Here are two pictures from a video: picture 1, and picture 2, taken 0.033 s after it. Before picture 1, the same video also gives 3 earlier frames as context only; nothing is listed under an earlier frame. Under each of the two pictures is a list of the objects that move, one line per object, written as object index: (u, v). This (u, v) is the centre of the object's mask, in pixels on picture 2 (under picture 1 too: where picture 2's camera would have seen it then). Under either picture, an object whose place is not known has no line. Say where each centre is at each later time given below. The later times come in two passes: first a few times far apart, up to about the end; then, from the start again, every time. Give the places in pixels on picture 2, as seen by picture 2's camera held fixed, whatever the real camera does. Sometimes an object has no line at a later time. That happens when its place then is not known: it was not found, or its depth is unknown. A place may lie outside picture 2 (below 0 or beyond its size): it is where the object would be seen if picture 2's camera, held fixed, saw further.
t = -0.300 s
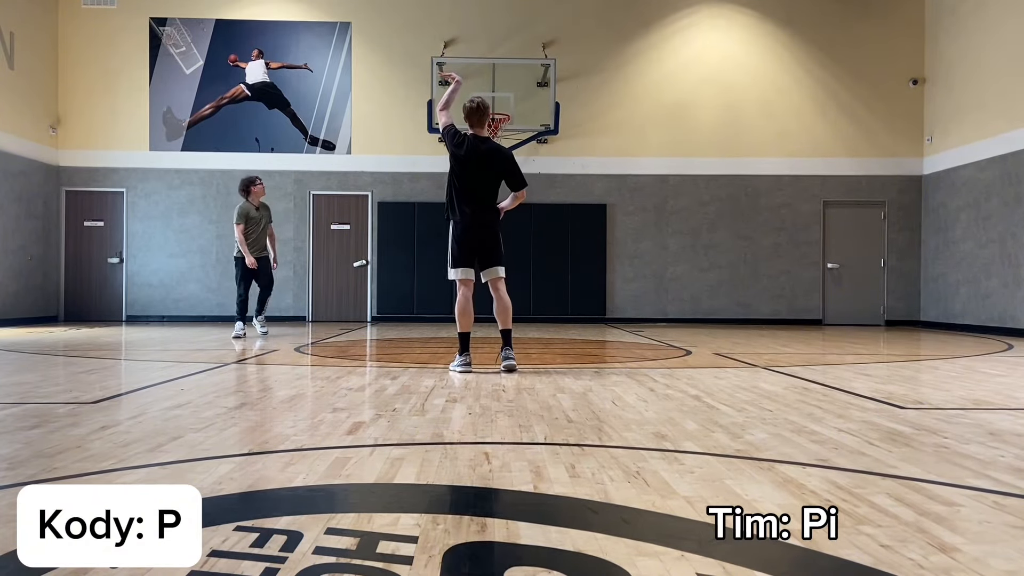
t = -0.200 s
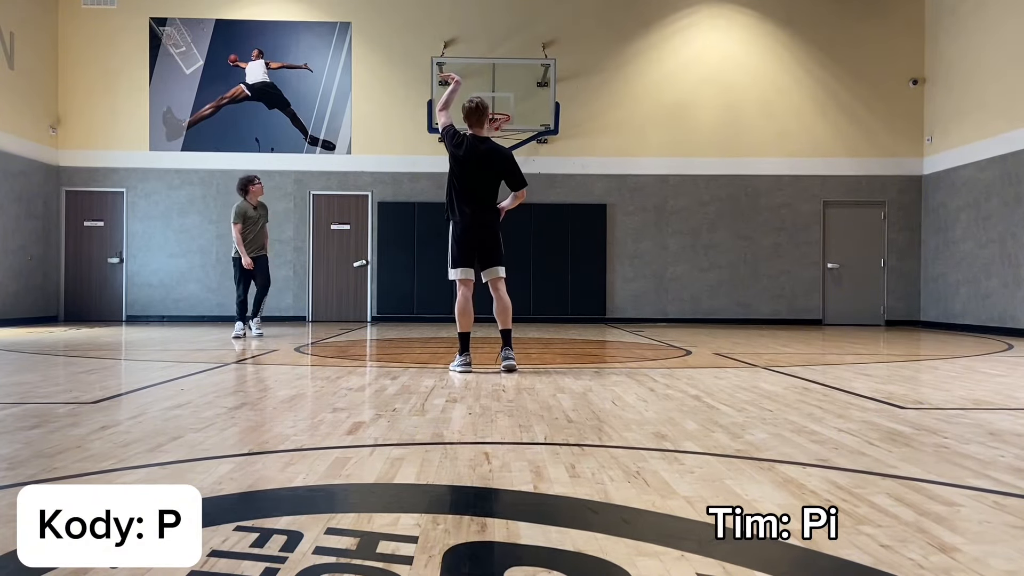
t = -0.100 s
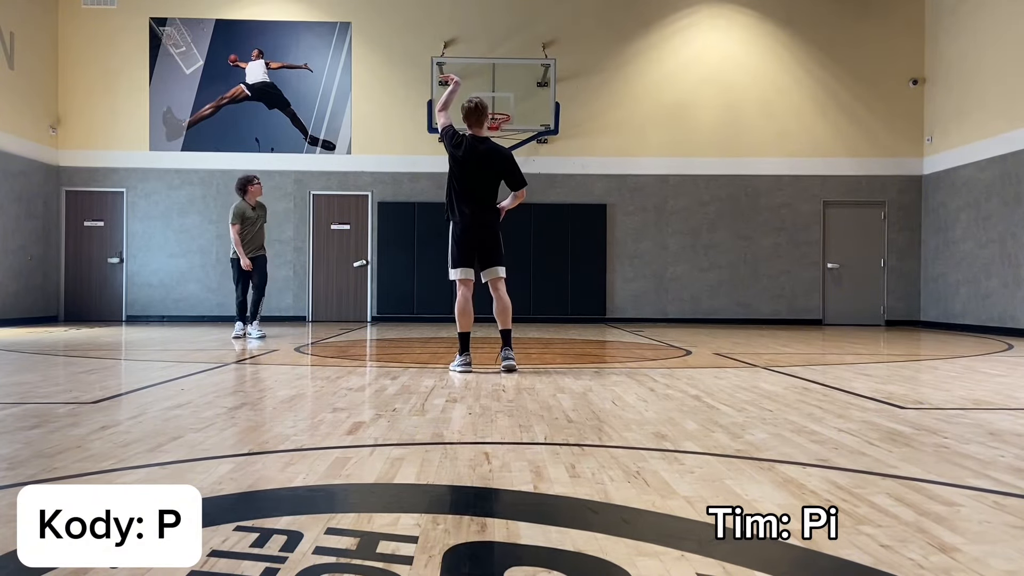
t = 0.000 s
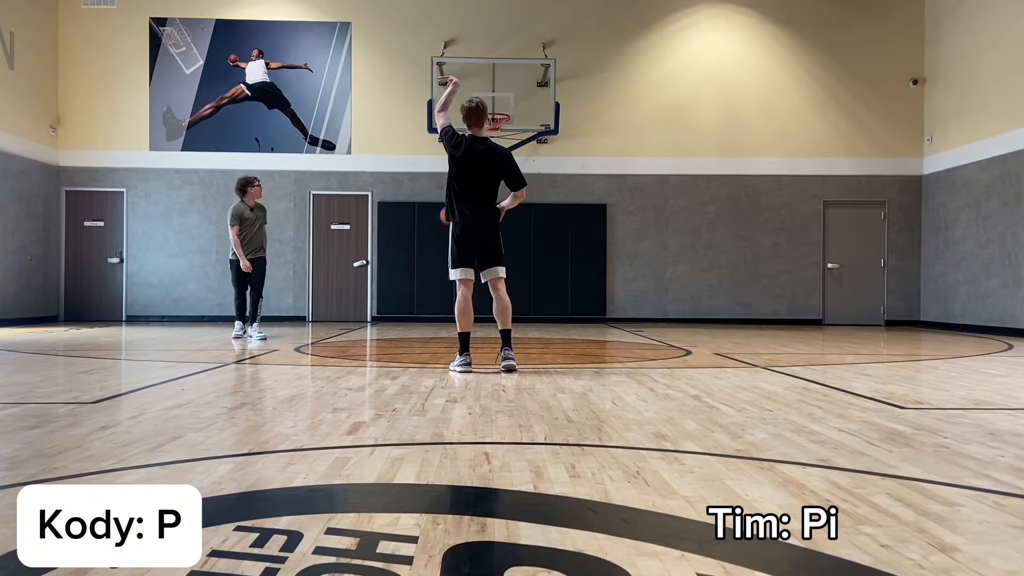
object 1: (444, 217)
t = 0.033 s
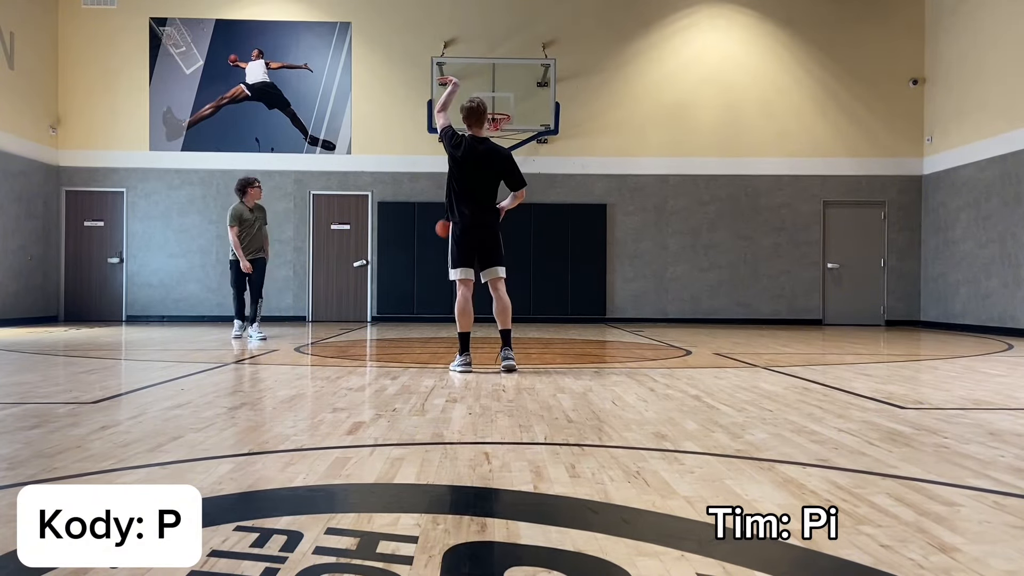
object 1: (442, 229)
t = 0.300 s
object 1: (412, 296)
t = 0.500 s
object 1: (396, 236)
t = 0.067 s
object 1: (439, 242)
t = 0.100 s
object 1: (435, 257)
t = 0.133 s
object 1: (430, 272)
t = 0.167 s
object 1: (426, 289)
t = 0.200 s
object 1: (421, 305)
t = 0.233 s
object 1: (417, 321)
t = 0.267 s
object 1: (414, 308)
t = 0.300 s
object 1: (412, 296)
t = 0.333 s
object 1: (409, 284)
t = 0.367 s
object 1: (407, 273)
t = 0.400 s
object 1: (404, 263)
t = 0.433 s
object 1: (401, 253)
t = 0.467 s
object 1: (399, 244)
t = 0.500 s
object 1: (396, 236)
